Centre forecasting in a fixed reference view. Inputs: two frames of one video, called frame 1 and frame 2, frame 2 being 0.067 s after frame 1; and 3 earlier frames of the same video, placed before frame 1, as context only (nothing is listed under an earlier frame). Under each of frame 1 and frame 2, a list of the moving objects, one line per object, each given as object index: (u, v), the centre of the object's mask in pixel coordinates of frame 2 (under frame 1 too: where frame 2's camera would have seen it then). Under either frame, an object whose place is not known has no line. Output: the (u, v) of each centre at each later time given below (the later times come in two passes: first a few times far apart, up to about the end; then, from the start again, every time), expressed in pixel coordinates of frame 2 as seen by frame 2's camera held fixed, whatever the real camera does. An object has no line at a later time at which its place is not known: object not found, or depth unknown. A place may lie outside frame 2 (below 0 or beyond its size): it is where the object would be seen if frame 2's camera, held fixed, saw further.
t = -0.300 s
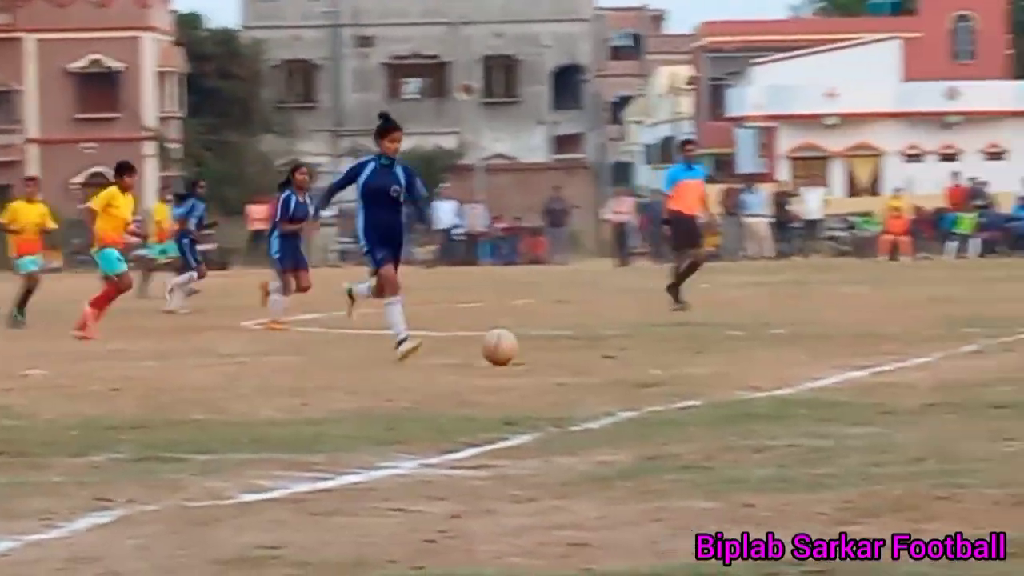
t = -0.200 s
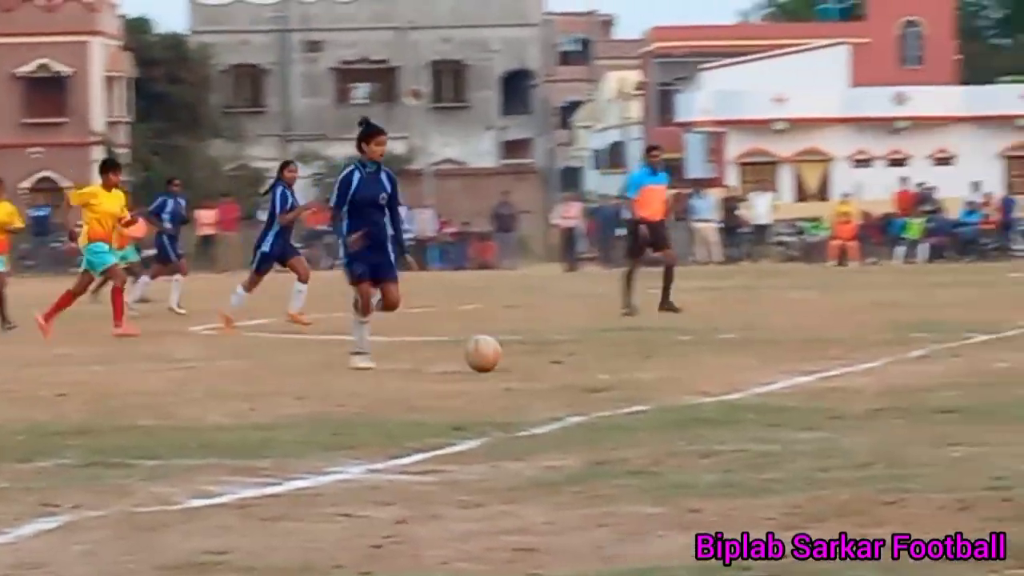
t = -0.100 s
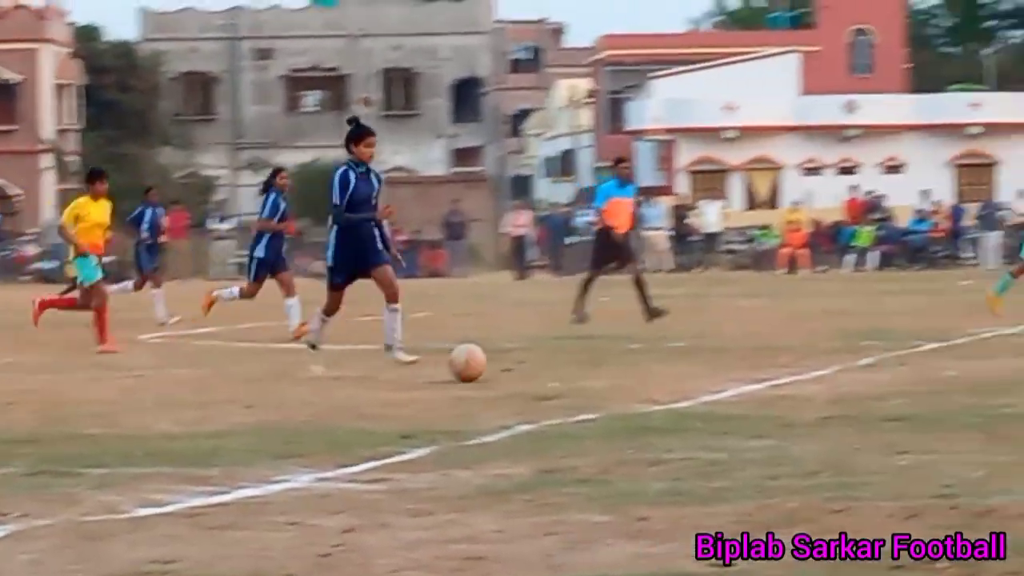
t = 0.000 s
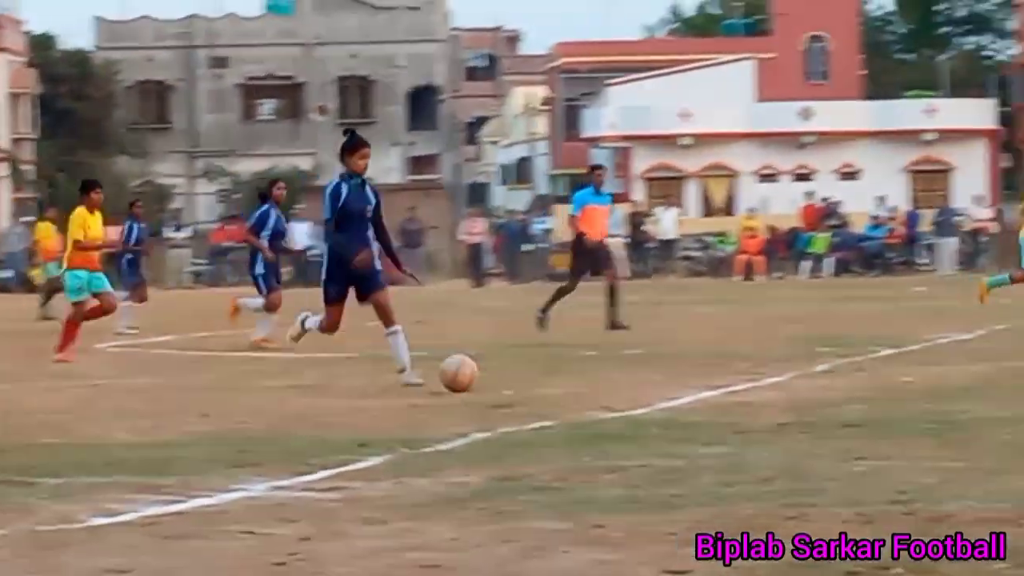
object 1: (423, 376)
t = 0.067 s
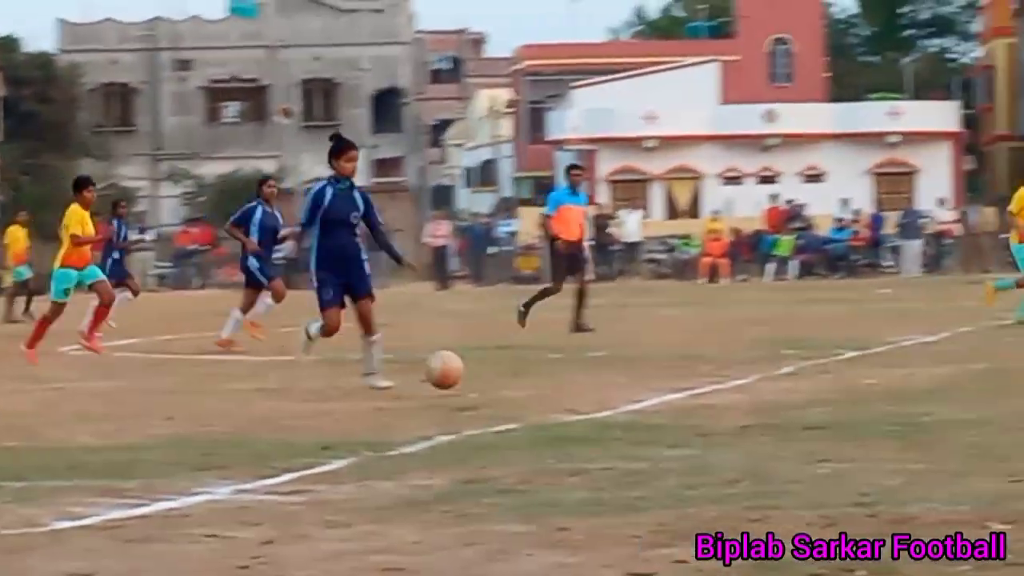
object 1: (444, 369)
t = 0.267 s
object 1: (510, 377)
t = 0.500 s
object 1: (588, 379)
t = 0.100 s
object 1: (454, 369)
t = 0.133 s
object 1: (466, 370)
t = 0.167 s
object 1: (477, 373)
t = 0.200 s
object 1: (488, 379)
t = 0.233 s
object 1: (499, 378)
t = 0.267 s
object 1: (510, 377)
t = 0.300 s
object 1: (522, 379)
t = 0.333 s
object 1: (533, 378)
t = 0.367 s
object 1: (543, 374)
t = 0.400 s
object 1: (554, 372)
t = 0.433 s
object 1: (565, 372)
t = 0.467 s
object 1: (576, 375)
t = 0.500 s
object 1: (588, 379)
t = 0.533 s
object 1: (600, 384)
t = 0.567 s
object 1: (612, 385)
